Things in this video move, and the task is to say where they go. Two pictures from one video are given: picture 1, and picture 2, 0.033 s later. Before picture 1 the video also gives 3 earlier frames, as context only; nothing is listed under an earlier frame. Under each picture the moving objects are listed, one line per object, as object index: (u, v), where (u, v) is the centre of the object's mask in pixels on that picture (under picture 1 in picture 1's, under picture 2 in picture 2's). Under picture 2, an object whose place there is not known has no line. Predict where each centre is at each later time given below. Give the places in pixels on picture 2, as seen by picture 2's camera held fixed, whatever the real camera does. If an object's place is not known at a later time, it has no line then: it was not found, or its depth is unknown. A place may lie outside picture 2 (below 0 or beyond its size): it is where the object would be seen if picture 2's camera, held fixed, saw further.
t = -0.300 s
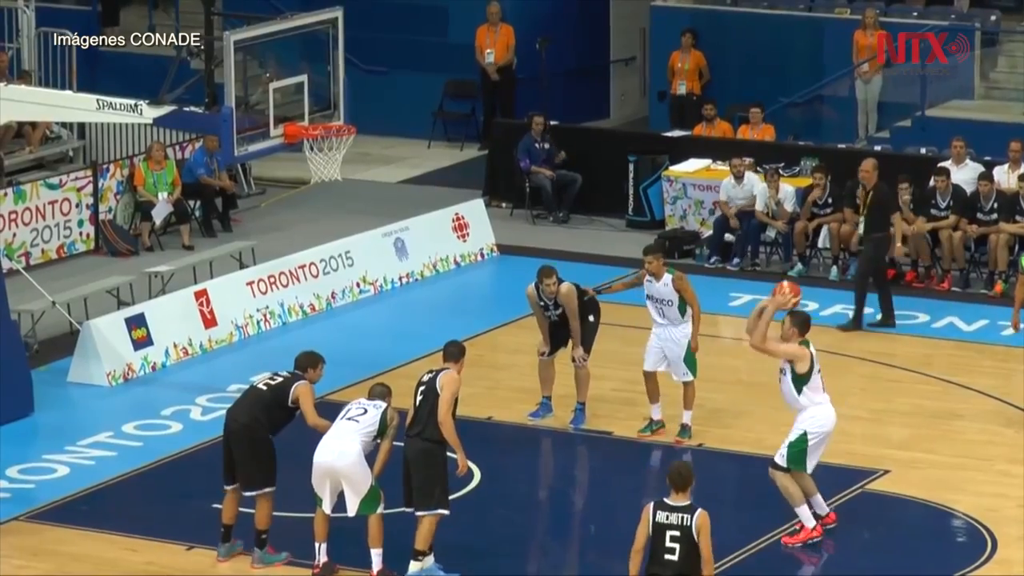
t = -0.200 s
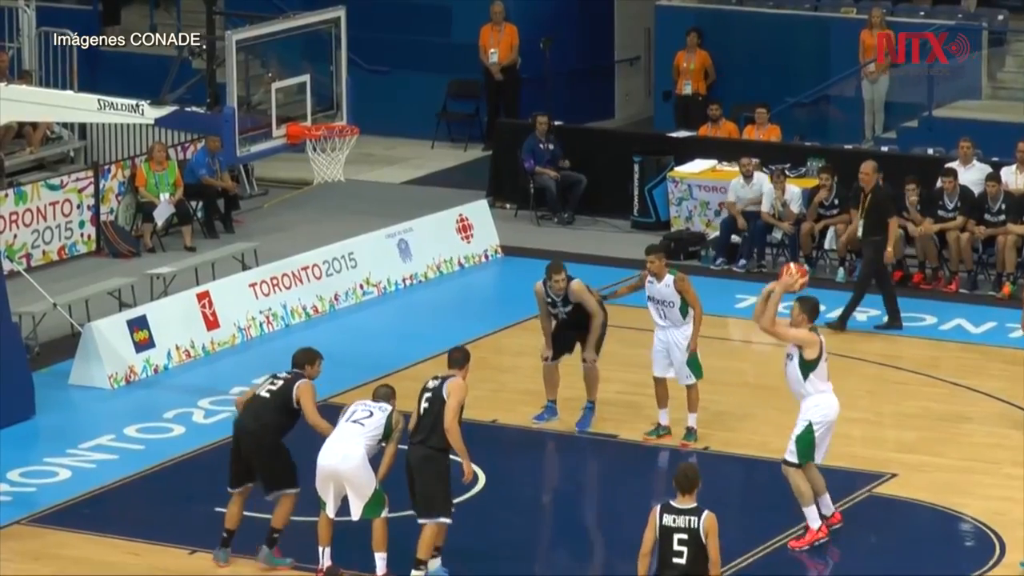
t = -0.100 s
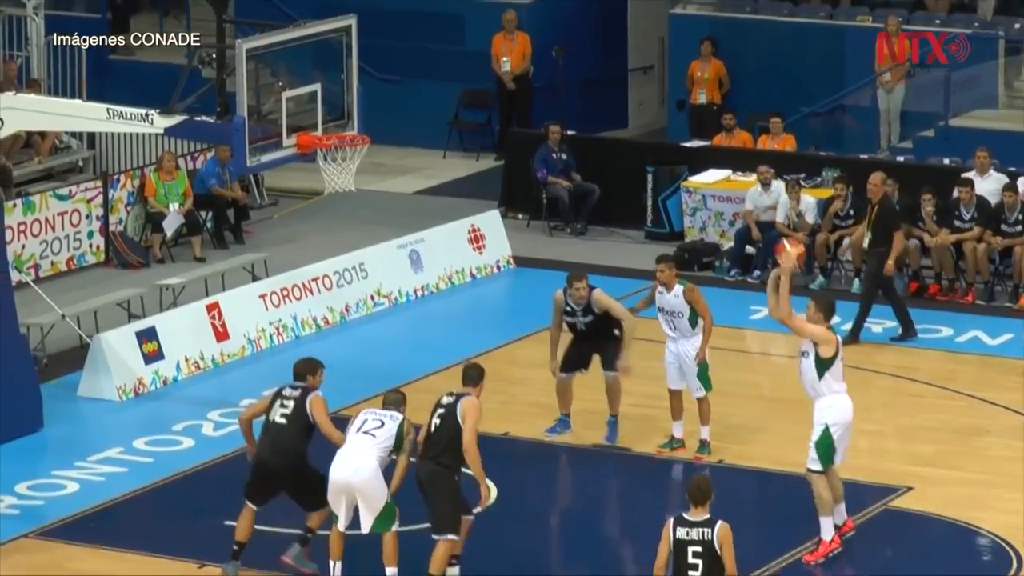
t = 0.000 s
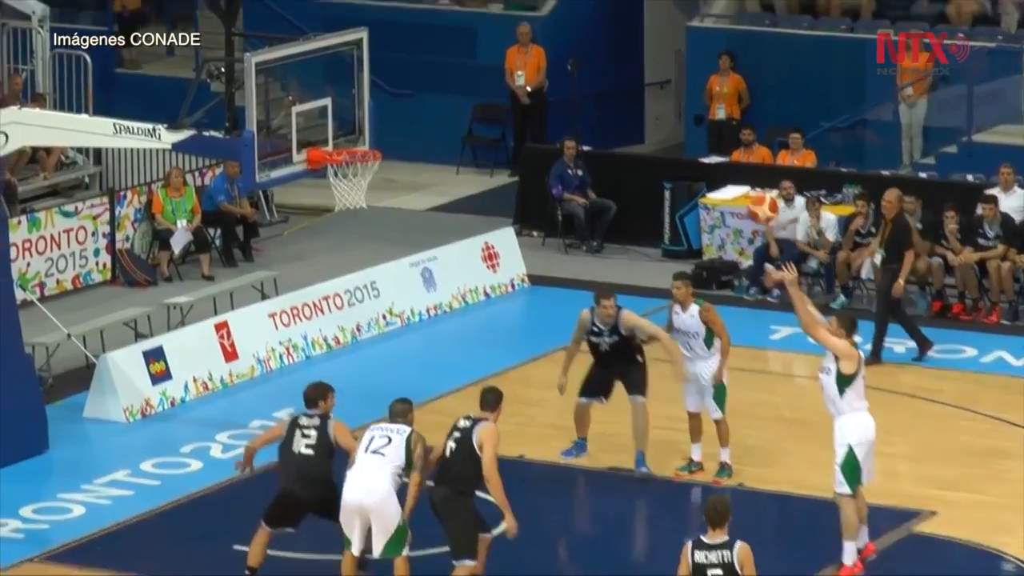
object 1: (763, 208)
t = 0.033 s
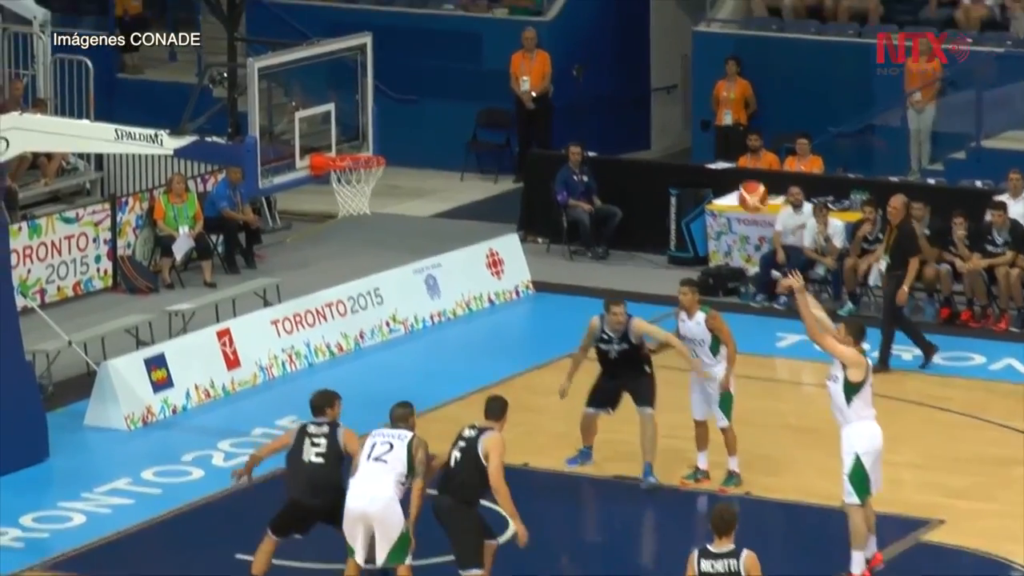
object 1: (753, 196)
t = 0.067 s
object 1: (735, 178)
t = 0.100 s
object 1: (719, 163)
